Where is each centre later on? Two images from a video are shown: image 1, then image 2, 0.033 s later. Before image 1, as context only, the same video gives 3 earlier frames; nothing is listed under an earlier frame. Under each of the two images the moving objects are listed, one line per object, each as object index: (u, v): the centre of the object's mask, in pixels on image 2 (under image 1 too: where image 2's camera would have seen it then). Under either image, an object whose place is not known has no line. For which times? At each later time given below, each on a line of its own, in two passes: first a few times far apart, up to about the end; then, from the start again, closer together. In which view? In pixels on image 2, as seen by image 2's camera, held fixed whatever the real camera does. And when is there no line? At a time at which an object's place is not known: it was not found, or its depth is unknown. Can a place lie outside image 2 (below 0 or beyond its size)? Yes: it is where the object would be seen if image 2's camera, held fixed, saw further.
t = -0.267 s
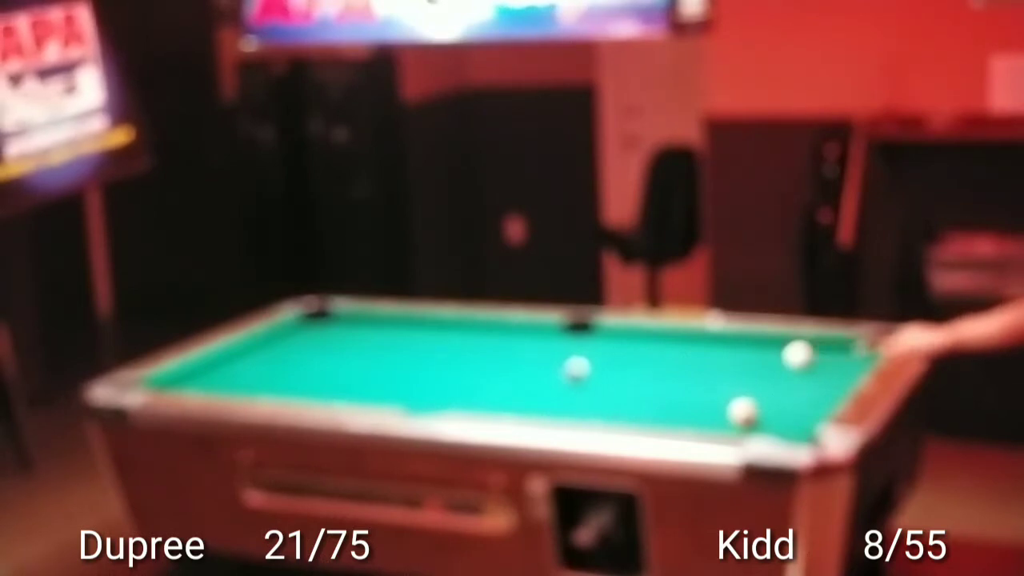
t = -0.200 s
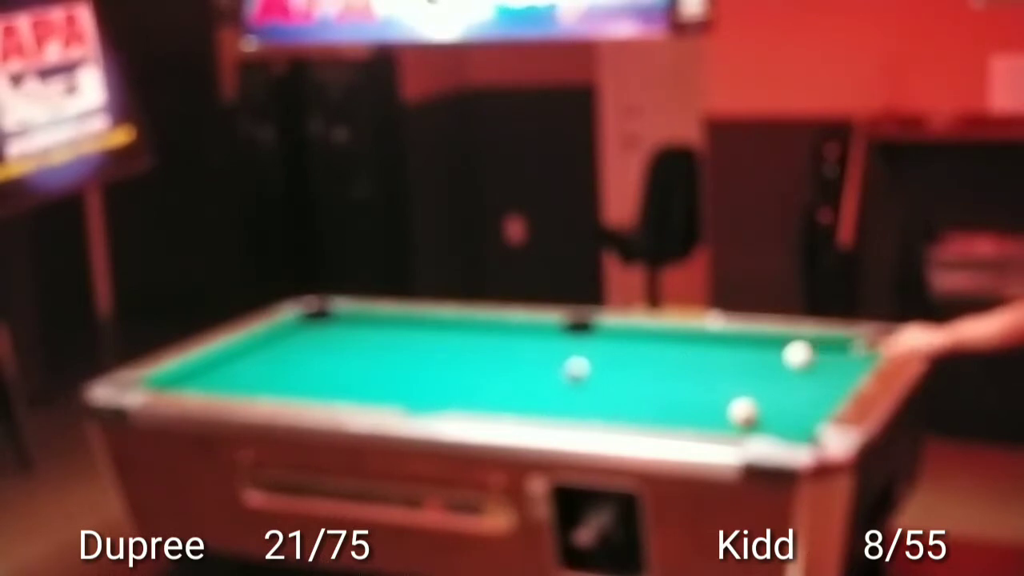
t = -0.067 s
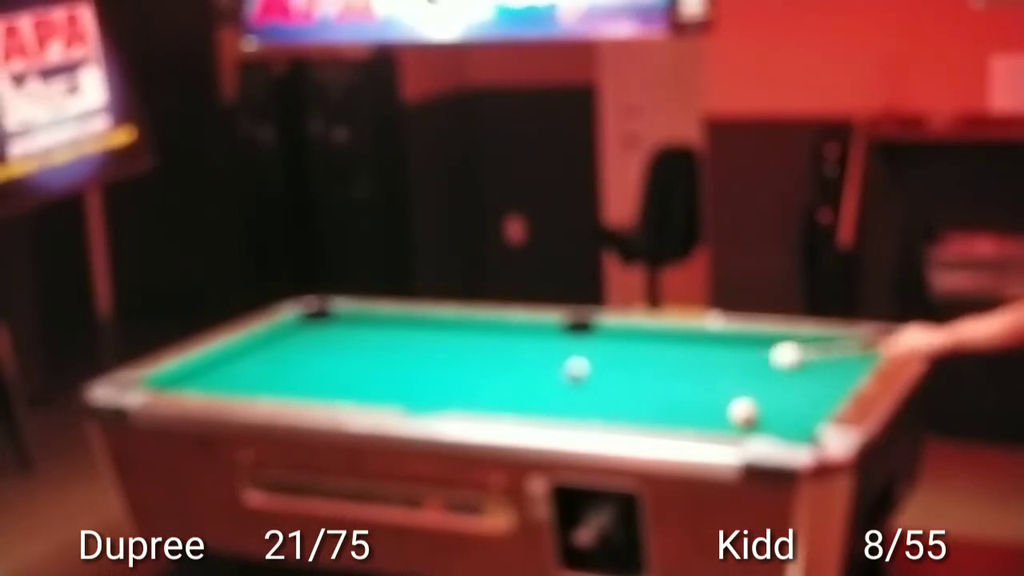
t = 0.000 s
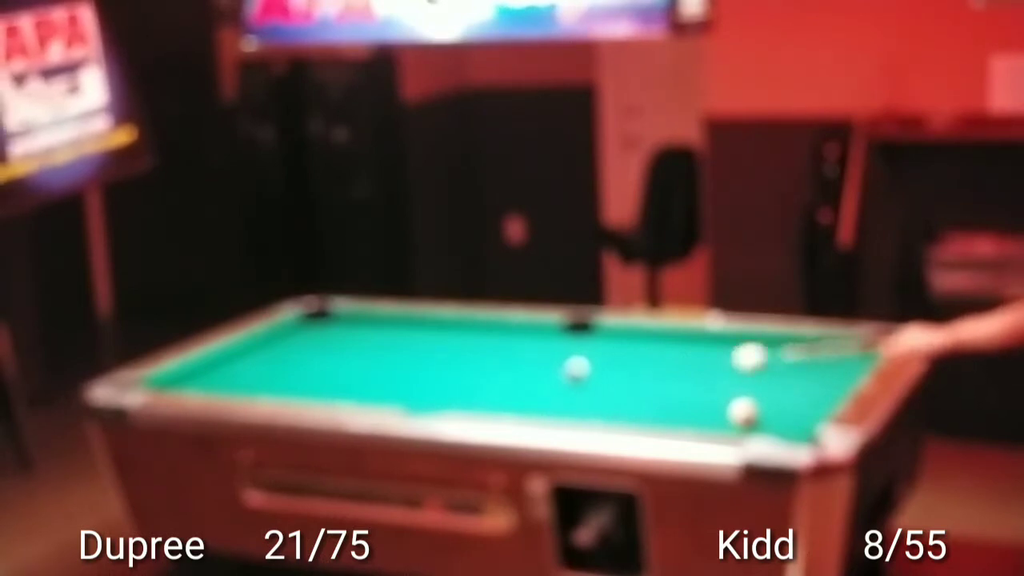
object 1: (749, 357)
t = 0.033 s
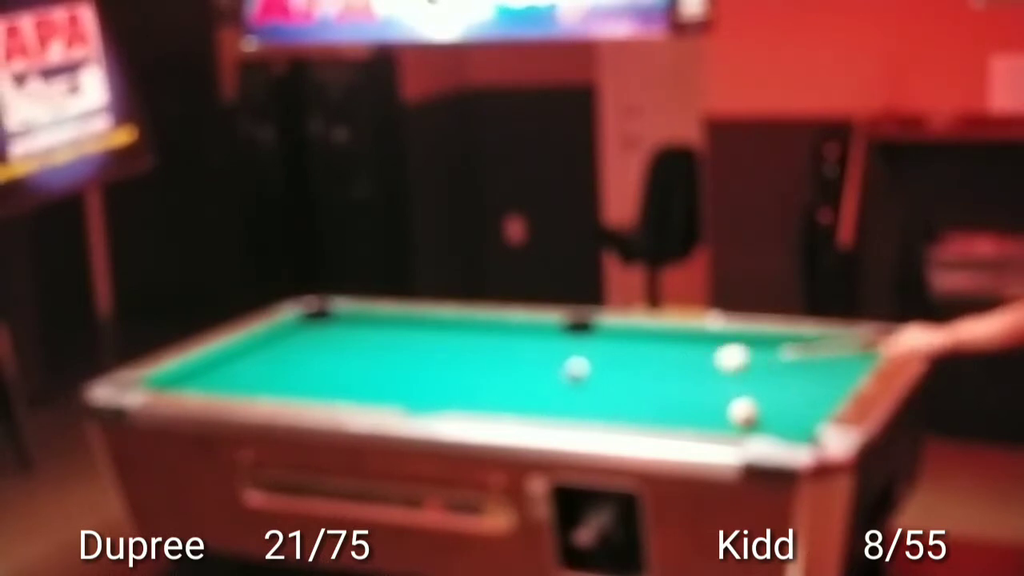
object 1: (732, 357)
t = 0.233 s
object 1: (628, 363)
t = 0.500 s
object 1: (529, 358)
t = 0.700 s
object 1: (467, 353)
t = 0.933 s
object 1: (400, 347)
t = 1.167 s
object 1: (337, 341)
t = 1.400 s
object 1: (279, 337)
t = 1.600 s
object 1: (289, 336)
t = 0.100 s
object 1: (697, 359)
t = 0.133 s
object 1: (679, 360)
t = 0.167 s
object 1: (661, 361)
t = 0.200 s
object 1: (645, 362)
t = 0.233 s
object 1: (628, 363)
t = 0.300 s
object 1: (591, 364)
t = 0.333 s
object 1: (579, 365)
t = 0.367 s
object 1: (570, 364)
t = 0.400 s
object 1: (559, 365)
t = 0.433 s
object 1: (549, 367)
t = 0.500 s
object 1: (529, 358)
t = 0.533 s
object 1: (518, 358)
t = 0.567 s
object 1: (508, 357)
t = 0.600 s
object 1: (497, 356)
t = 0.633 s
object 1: (487, 355)
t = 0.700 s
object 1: (467, 353)
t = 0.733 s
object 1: (457, 352)
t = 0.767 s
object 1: (447, 351)
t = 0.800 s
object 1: (438, 351)
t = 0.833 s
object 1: (428, 350)
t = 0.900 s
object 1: (409, 348)
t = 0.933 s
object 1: (400, 347)
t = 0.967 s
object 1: (391, 346)
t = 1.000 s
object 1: (381, 346)
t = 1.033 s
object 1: (373, 345)
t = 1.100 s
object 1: (355, 343)
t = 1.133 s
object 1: (346, 342)
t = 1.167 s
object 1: (337, 341)
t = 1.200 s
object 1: (329, 341)
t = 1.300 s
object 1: (304, 339)
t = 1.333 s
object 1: (296, 338)
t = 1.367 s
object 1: (287, 337)
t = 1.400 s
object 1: (279, 337)
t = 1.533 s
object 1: (280, 336)
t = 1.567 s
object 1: (284, 336)
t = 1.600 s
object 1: (289, 336)
